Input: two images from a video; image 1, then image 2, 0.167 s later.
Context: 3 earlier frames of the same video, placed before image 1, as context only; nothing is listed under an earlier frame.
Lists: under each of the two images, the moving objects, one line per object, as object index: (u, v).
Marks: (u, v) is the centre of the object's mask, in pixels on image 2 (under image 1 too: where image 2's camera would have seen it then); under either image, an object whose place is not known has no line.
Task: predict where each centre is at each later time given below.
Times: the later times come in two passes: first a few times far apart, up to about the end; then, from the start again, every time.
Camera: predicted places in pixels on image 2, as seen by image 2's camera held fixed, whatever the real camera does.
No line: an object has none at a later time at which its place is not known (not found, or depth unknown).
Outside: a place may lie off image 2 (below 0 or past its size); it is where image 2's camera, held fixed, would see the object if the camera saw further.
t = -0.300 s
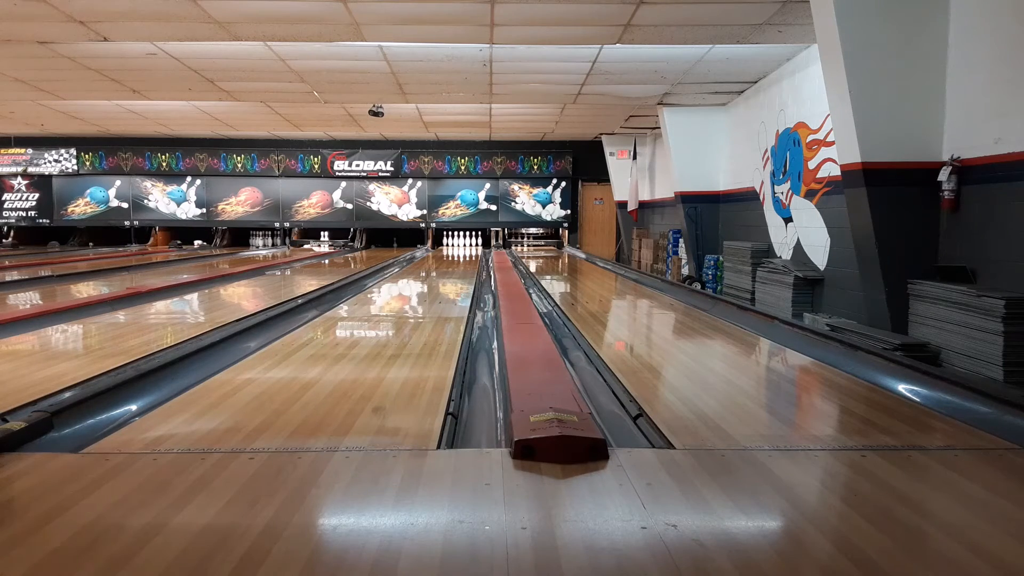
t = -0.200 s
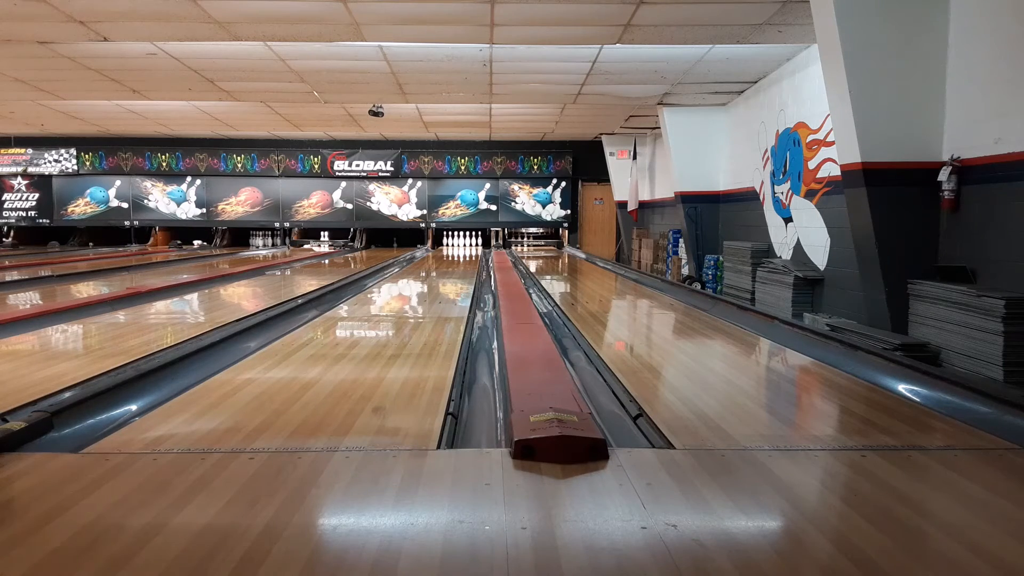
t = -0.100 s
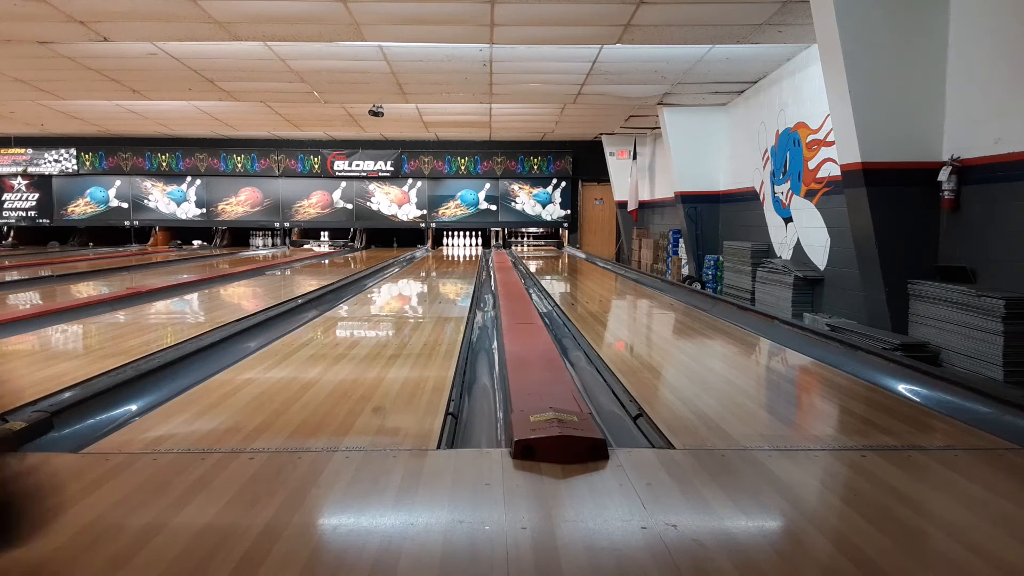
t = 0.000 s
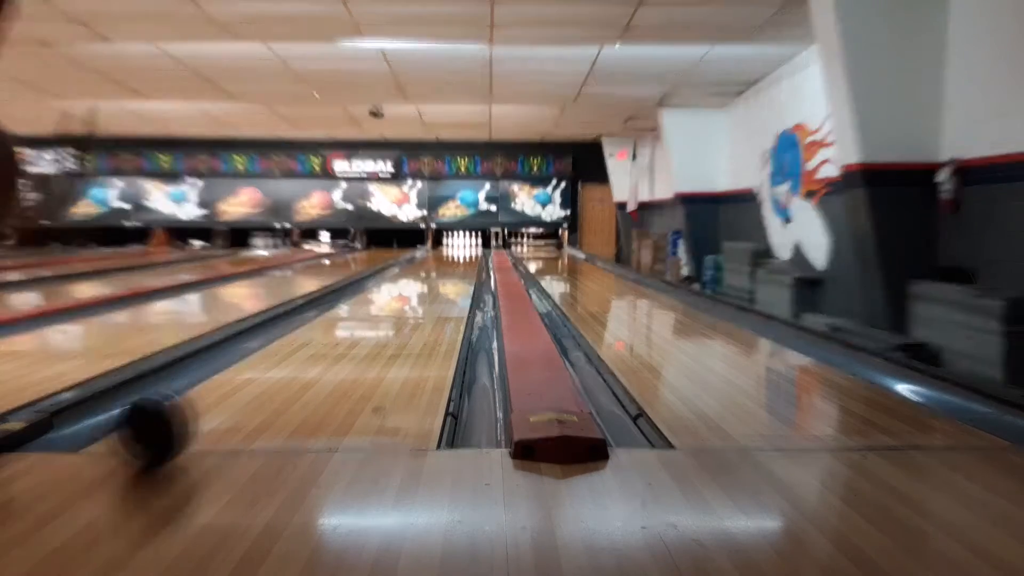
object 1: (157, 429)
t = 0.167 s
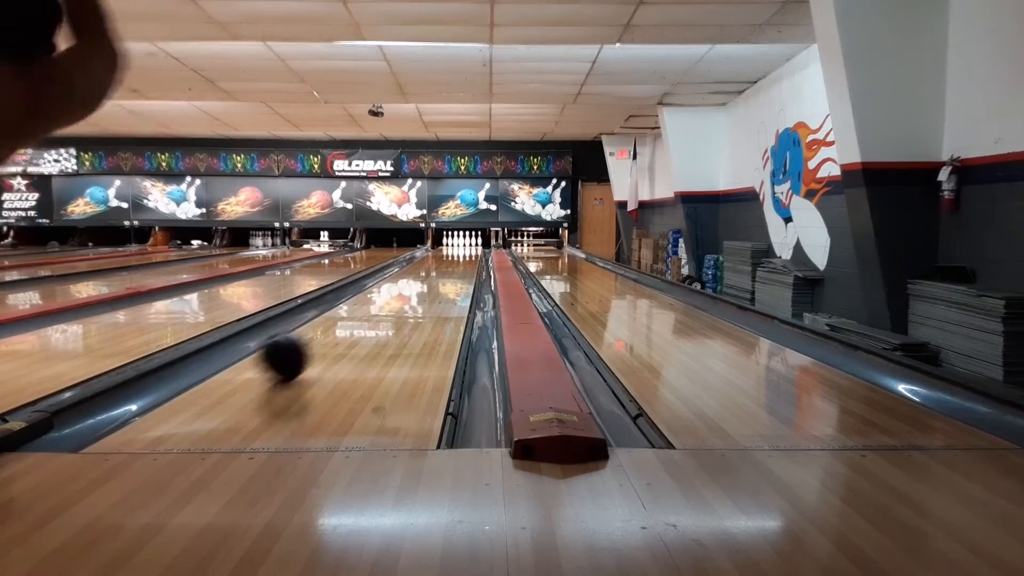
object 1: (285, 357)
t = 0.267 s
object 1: (327, 334)
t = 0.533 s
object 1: (391, 297)
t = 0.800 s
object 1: (423, 279)
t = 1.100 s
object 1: (444, 267)
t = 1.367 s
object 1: (455, 260)
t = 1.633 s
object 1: (464, 254)
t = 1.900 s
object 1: (469, 250)
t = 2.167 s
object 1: (470, 247)
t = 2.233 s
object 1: (469, 246)
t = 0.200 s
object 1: (301, 349)
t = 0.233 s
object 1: (315, 341)
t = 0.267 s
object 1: (327, 334)
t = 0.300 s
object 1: (338, 327)
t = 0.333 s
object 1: (348, 321)
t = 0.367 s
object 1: (357, 316)
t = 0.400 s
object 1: (365, 312)
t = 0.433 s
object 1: (372, 308)
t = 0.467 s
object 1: (378, 305)
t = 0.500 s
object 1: (385, 301)
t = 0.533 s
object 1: (391, 297)
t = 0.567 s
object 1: (396, 295)
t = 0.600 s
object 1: (401, 292)
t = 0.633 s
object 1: (405, 290)
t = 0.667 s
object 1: (409, 287)
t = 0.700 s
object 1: (413, 285)
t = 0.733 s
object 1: (416, 283)
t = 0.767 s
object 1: (420, 281)
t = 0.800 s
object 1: (423, 279)
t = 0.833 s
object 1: (426, 277)
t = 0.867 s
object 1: (429, 276)
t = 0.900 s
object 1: (431, 274)
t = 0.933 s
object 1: (434, 273)
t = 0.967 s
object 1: (436, 272)
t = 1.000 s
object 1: (438, 270)
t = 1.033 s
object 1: (440, 269)
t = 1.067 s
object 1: (442, 268)
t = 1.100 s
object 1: (444, 267)
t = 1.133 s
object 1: (446, 266)
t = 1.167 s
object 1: (447, 265)
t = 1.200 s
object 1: (449, 264)
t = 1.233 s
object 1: (451, 263)
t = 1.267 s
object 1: (452, 262)
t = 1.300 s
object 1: (453, 261)
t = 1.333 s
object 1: (454, 261)
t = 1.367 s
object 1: (455, 260)
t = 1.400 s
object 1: (457, 258)
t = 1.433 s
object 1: (458, 258)
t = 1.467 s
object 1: (459, 257)
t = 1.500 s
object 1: (460, 257)
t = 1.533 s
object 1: (461, 256)
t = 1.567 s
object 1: (462, 255)
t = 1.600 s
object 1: (463, 254)
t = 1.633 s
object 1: (464, 254)
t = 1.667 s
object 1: (465, 253)
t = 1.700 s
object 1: (465, 253)
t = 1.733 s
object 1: (466, 252)
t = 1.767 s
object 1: (467, 252)
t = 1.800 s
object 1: (467, 252)
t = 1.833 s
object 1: (468, 251)
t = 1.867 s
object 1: (469, 250)
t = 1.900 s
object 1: (469, 250)
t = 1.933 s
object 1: (469, 249)
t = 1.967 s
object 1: (470, 249)
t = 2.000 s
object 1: (470, 249)
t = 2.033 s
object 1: (470, 248)
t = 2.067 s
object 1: (470, 248)
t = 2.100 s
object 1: (470, 248)
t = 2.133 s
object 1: (470, 247)
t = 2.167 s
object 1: (470, 247)
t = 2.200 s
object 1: (470, 246)
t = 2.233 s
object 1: (469, 246)
